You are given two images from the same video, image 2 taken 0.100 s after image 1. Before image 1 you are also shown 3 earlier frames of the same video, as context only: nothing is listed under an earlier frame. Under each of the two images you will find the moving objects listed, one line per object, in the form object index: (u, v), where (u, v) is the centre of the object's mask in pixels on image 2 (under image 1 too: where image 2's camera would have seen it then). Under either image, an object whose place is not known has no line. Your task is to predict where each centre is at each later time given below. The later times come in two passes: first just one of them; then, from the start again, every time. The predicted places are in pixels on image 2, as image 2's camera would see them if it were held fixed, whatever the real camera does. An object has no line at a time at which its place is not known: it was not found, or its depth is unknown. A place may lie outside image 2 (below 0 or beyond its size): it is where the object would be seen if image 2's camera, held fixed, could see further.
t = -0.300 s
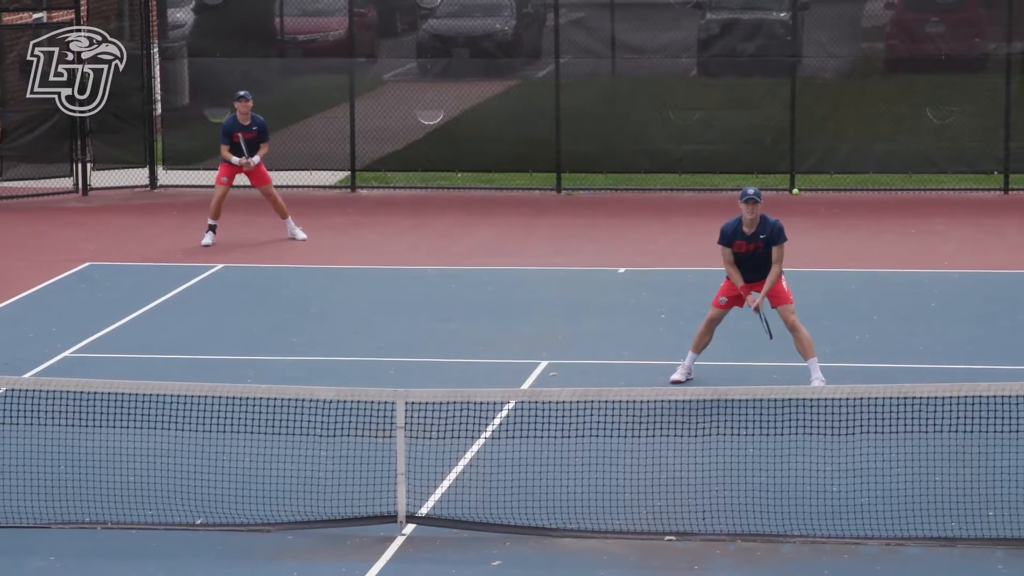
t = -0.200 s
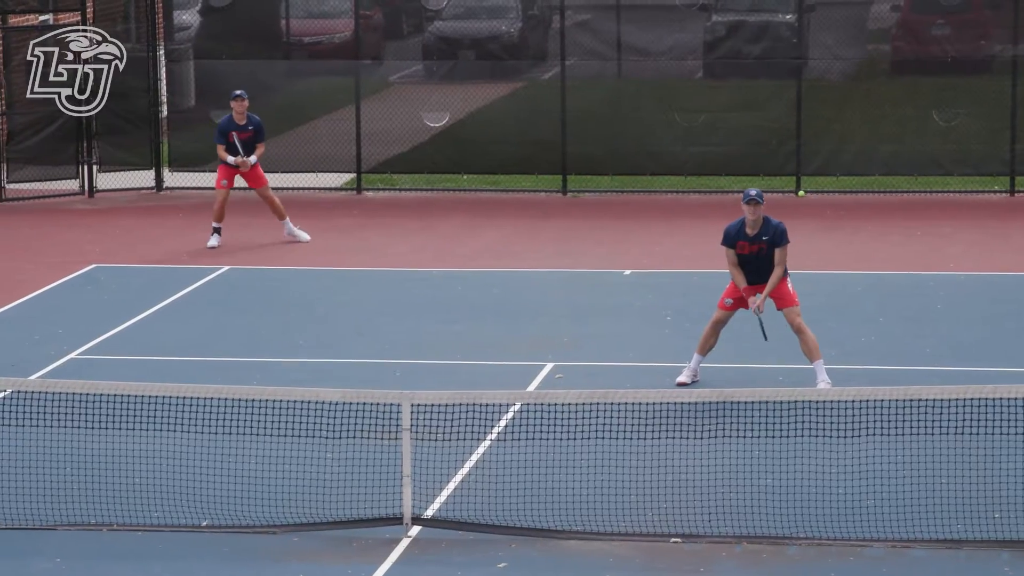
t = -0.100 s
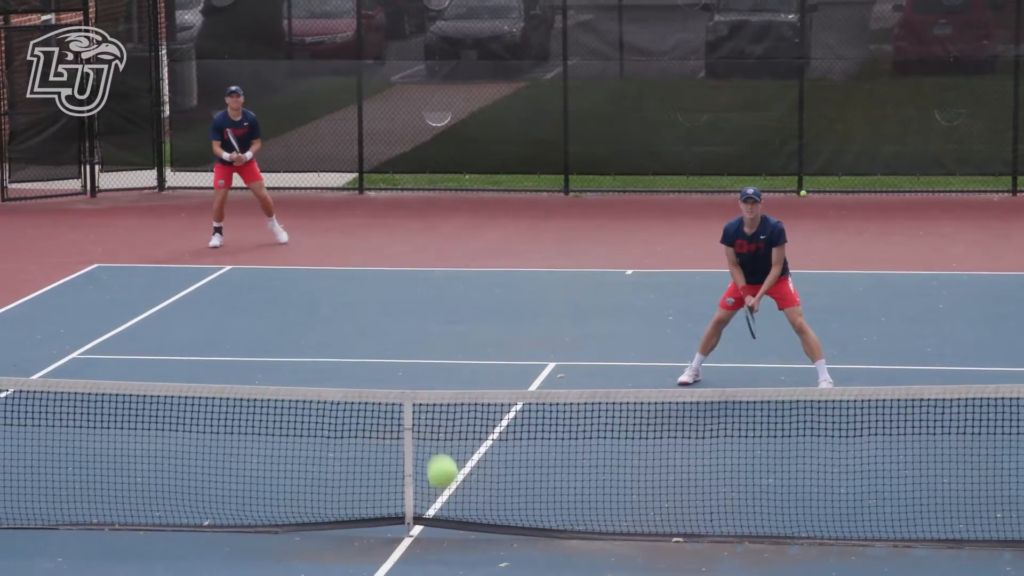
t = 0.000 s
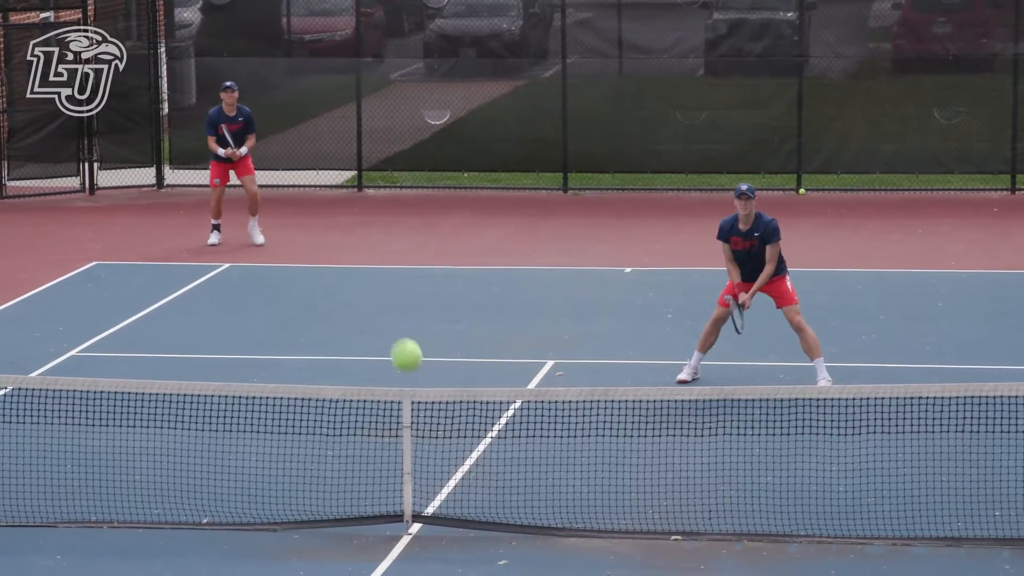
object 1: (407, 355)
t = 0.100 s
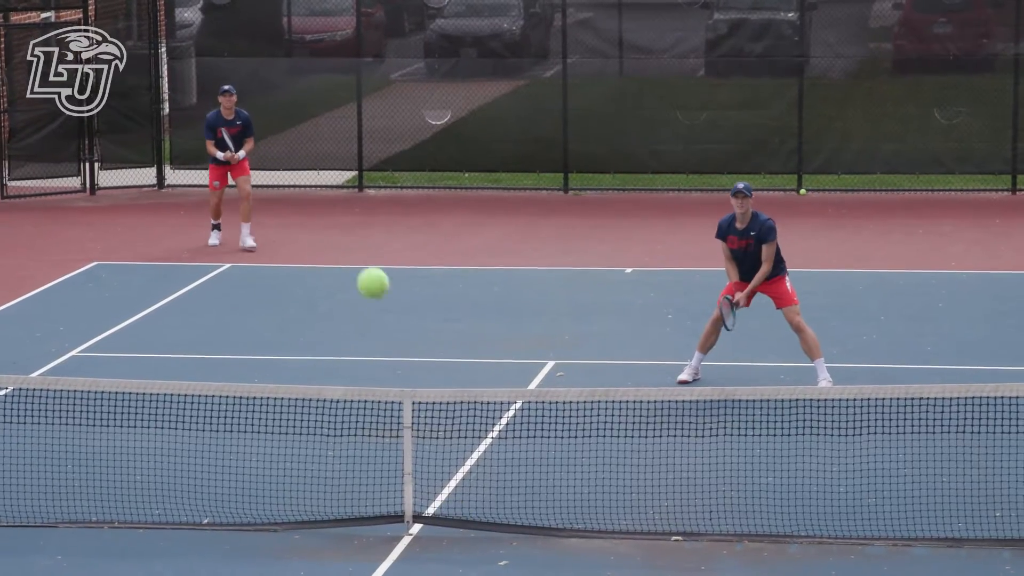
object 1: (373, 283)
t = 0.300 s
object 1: (307, 264)
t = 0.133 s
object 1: (362, 267)
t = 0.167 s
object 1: (350, 257)
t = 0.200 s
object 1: (339, 252)
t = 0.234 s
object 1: (329, 251)
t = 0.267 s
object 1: (318, 255)
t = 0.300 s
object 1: (307, 264)
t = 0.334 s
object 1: (296, 277)
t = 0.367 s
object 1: (285, 296)
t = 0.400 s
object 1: (275, 319)
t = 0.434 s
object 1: (264, 346)
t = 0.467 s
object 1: (252, 379)
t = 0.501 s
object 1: (243, 417)
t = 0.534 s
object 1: (233, 459)
